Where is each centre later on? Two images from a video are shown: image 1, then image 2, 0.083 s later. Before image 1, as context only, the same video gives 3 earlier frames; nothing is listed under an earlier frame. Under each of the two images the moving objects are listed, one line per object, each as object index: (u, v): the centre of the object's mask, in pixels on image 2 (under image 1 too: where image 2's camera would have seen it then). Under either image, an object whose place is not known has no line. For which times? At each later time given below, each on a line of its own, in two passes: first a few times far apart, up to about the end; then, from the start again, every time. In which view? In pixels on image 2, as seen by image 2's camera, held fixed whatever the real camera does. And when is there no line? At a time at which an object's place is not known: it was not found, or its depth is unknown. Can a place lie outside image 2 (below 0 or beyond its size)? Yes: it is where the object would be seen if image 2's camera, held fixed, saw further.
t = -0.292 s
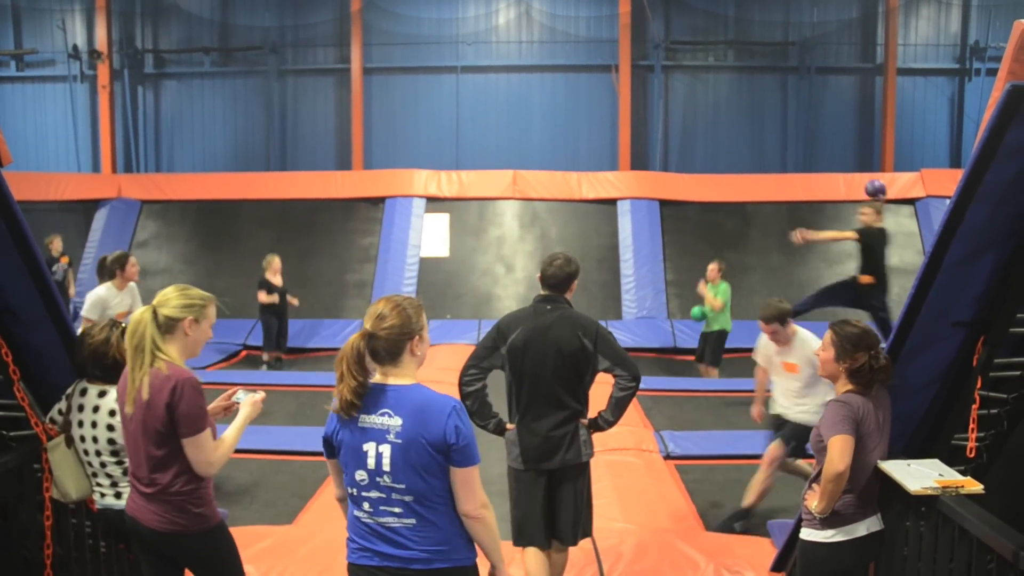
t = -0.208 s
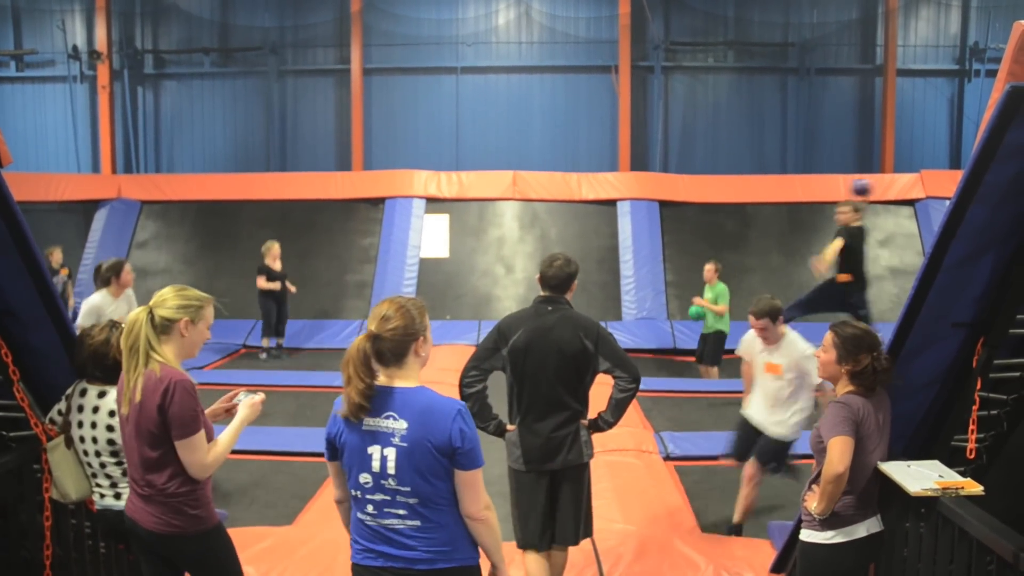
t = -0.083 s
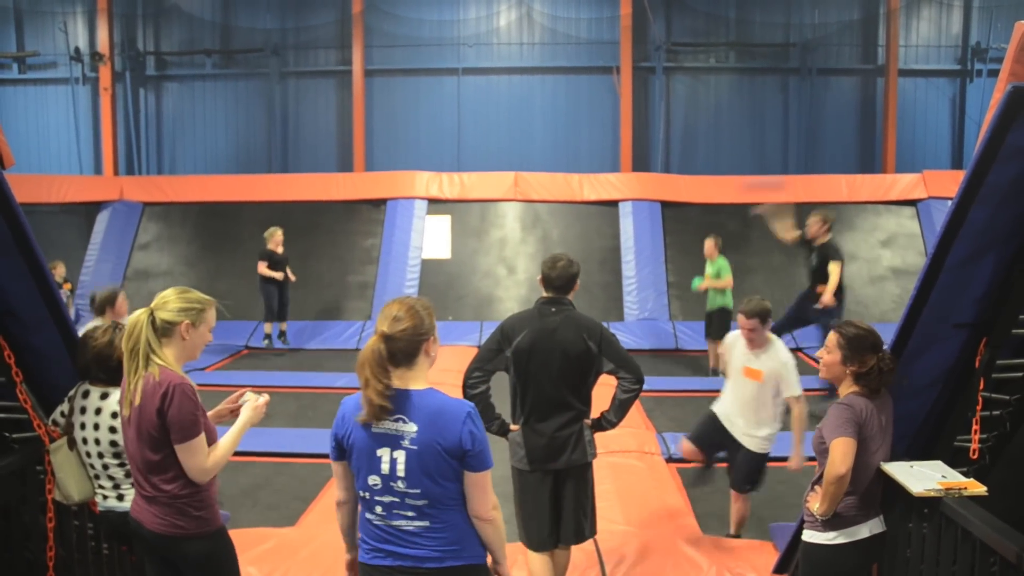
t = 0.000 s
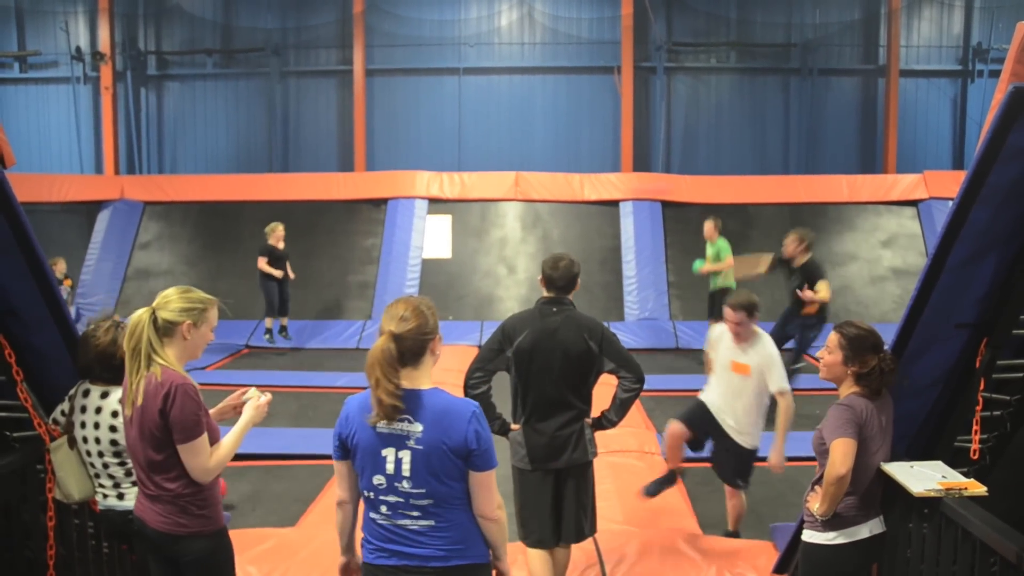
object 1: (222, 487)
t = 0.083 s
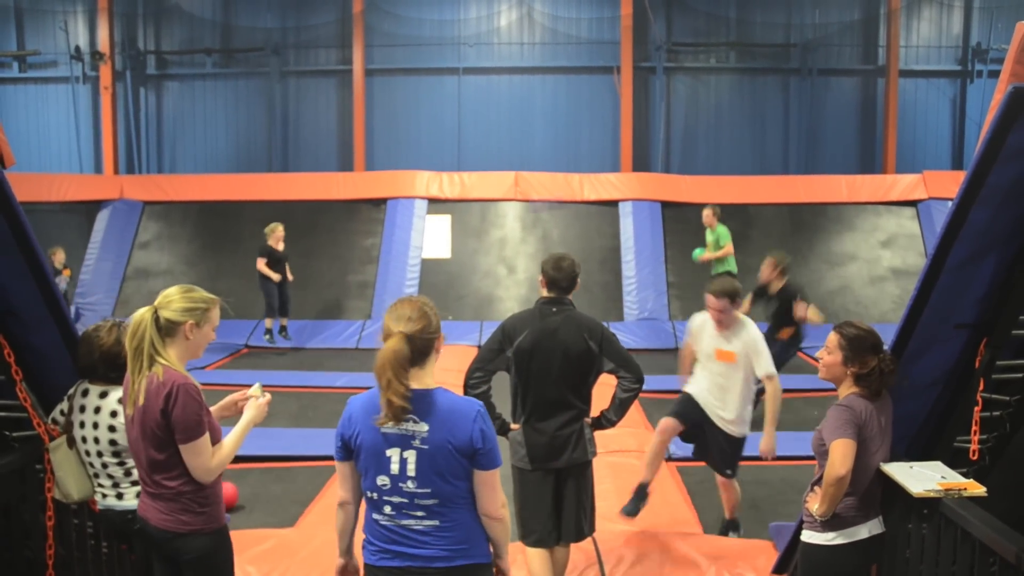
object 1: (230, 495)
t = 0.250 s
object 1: (243, 477)
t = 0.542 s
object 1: (275, 469)
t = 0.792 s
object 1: (301, 464)
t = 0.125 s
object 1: (233, 492)
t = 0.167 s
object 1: (236, 490)
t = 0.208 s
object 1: (239, 482)
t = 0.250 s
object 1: (243, 477)
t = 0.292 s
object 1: (248, 474)
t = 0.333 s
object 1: (253, 473)
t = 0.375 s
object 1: (258, 474)
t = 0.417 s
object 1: (262, 472)
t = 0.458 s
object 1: (267, 470)
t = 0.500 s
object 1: (271, 470)
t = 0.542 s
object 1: (275, 469)
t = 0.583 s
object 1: (280, 466)
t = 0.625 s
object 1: (284, 466)
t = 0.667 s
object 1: (288, 466)
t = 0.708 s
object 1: (292, 463)
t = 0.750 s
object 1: (296, 463)
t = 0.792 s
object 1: (301, 464)
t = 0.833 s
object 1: (305, 464)
